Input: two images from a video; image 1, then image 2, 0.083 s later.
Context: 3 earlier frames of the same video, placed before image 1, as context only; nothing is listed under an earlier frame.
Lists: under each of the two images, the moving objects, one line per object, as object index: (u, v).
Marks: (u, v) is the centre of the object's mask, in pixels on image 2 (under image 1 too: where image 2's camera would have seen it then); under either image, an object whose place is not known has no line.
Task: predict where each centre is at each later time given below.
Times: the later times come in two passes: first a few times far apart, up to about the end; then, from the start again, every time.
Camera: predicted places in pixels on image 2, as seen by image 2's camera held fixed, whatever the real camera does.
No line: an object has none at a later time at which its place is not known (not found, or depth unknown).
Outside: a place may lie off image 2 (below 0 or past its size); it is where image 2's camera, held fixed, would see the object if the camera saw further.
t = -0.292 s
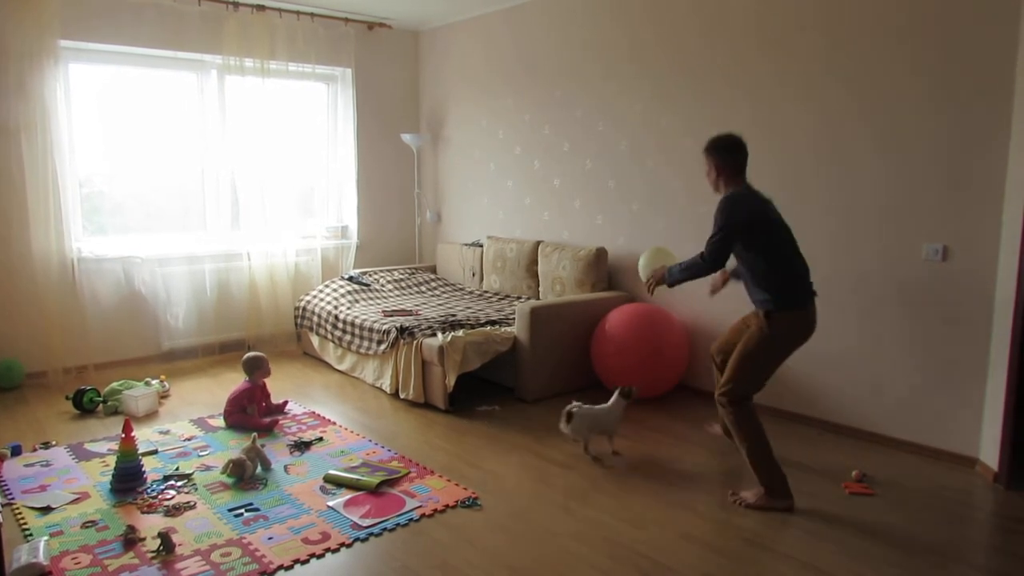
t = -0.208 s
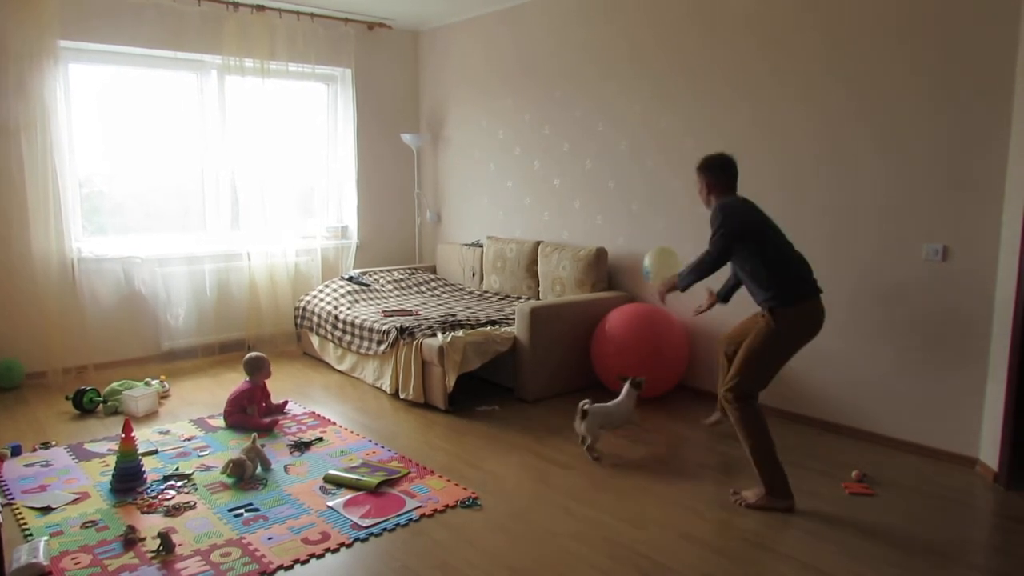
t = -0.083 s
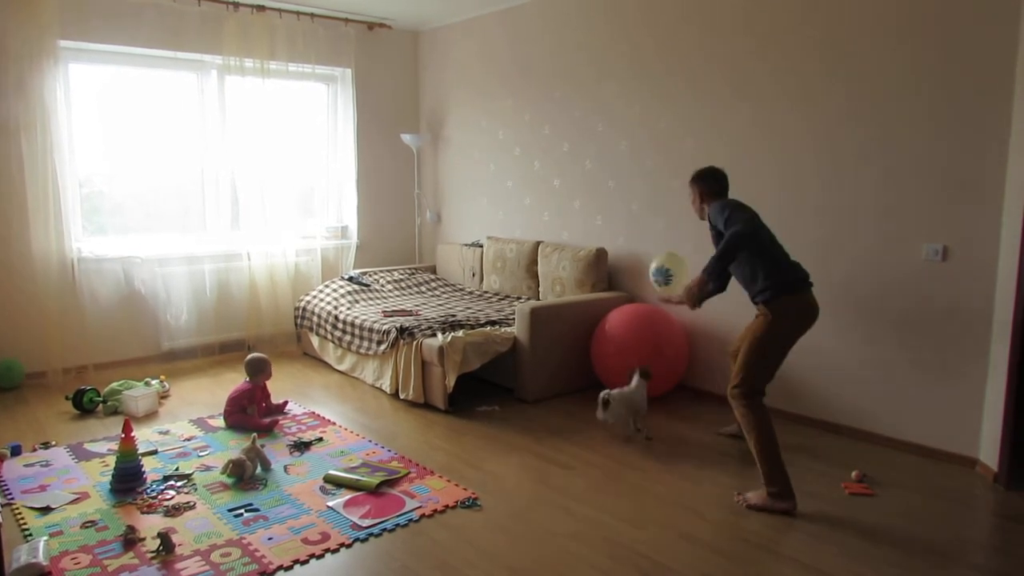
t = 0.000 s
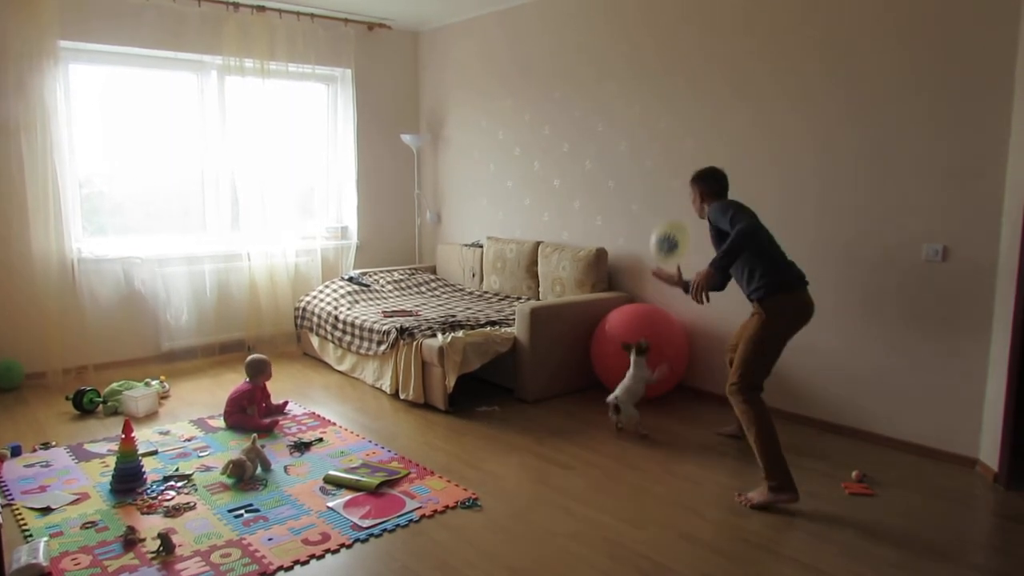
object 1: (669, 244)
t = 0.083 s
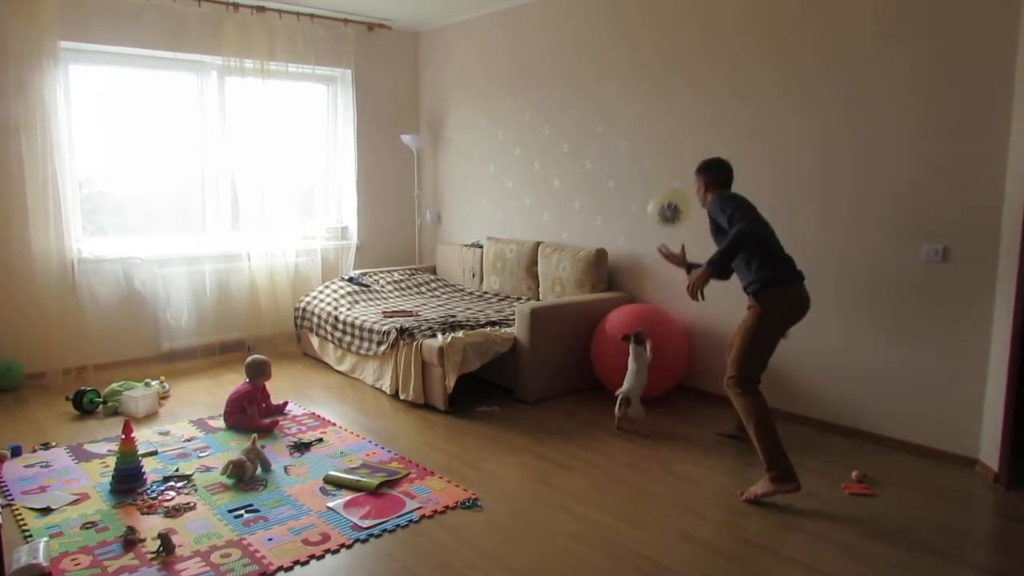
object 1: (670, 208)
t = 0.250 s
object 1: (669, 159)
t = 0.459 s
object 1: (669, 126)
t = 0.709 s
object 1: (669, 119)
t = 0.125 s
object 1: (670, 194)
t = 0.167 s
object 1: (669, 181)
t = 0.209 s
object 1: (669, 170)
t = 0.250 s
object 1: (669, 159)
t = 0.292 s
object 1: (668, 151)
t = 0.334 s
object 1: (667, 143)
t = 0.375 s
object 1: (668, 137)
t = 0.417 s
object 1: (668, 131)
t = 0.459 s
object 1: (669, 126)
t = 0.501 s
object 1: (668, 122)
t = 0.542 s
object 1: (669, 118)
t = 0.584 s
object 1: (670, 118)
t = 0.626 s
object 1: (670, 118)
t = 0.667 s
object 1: (669, 118)
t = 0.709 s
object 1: (669, 119)
